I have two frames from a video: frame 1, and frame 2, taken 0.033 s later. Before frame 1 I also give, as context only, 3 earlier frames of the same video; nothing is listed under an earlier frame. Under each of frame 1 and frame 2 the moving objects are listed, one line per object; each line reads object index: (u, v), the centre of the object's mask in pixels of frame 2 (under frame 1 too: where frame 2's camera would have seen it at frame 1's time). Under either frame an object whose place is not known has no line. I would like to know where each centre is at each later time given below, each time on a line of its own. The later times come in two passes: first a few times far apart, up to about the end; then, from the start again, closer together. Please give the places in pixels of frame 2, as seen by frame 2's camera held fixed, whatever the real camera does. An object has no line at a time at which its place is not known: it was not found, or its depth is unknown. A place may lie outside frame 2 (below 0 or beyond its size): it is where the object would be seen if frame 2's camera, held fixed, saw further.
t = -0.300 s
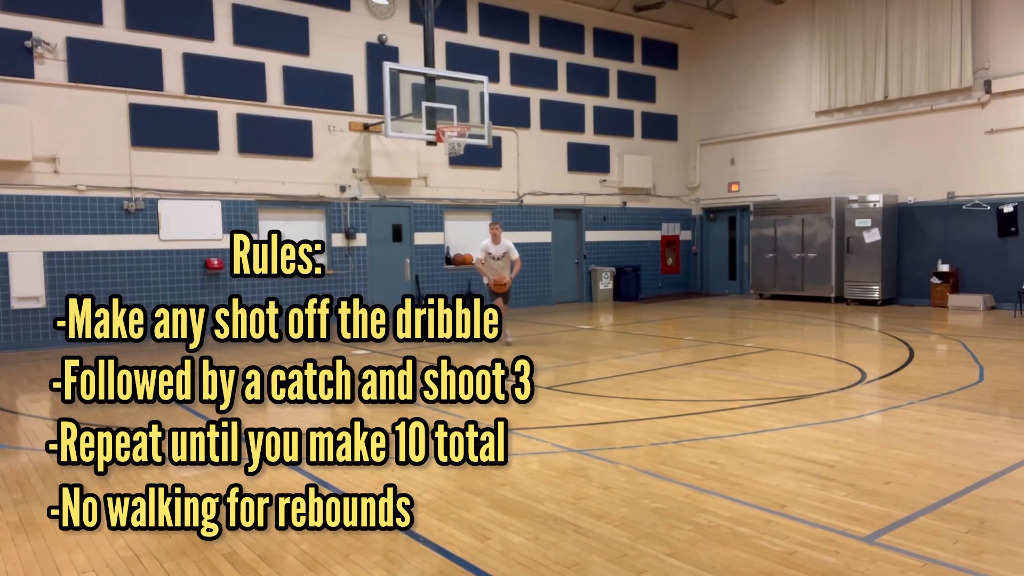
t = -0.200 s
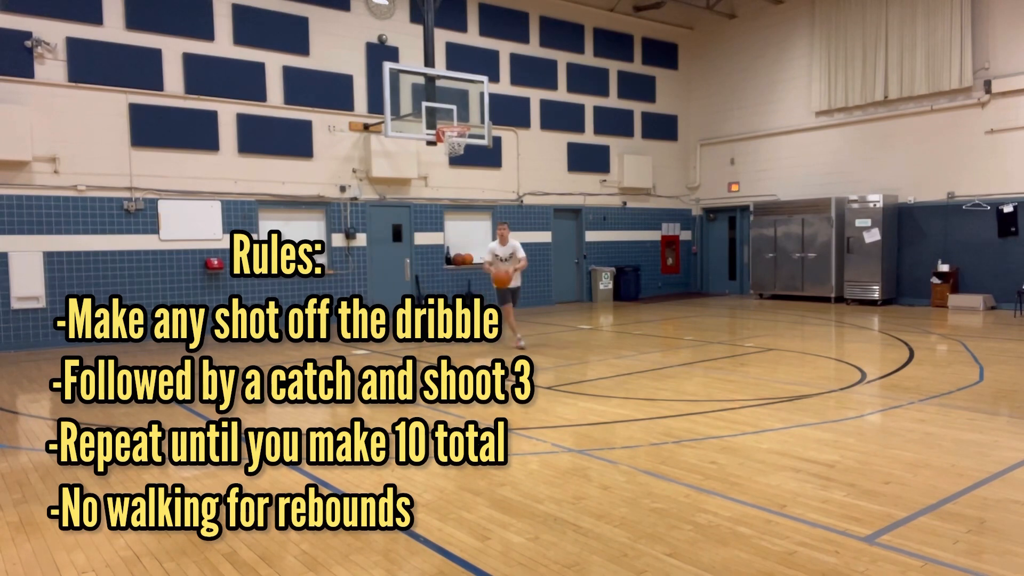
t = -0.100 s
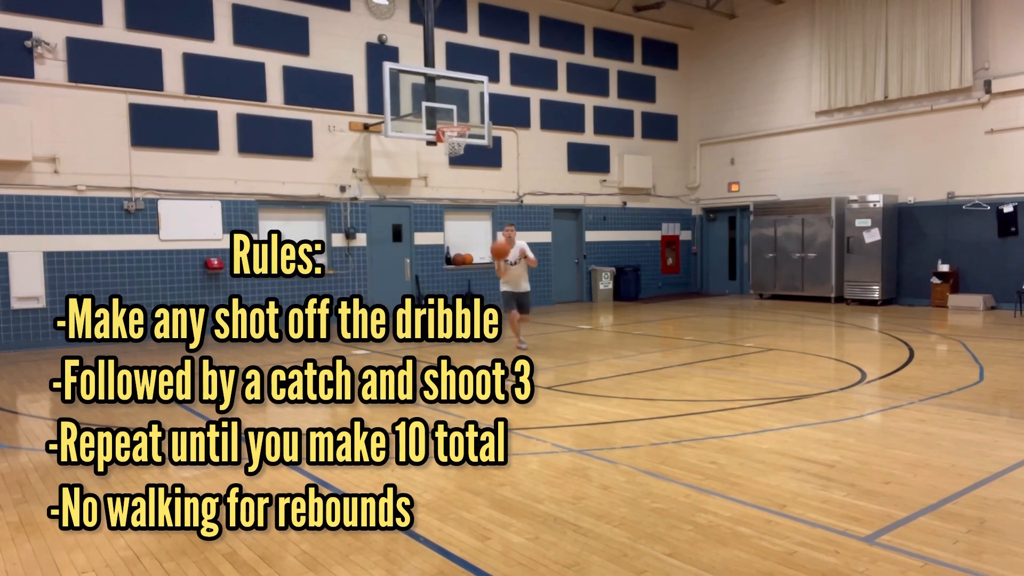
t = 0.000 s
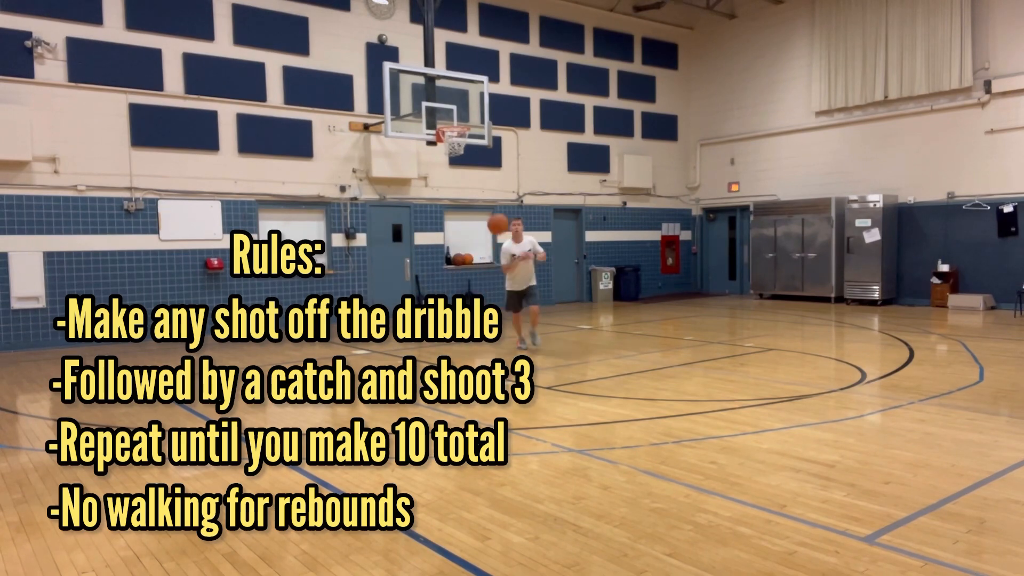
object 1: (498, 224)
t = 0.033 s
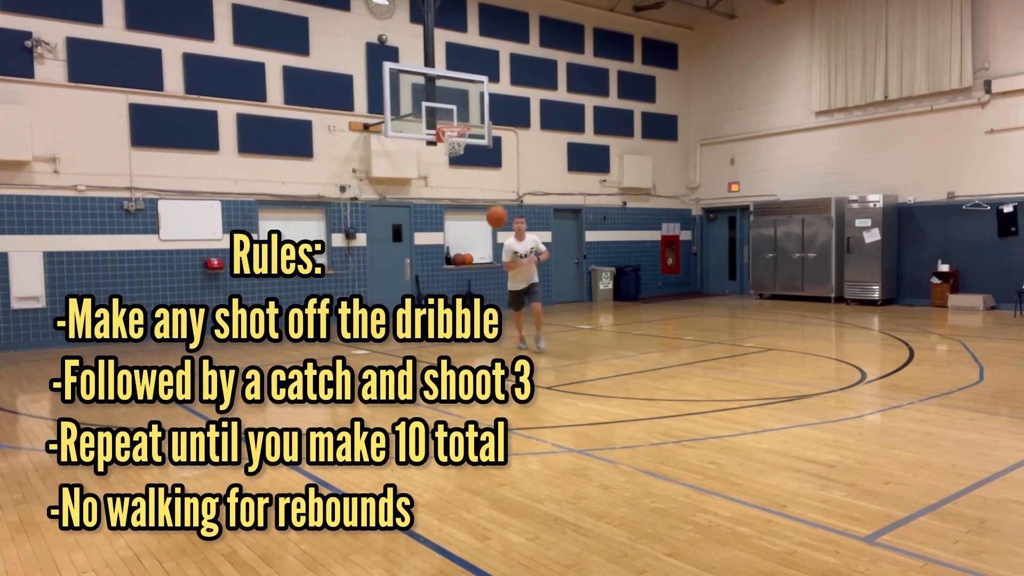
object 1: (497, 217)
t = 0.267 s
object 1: (491, 188)
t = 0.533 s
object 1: (483, 217)
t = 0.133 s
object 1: (494, 199)
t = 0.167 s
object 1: (493, 194)
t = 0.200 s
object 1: (492, 192)
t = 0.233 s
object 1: (491, 189)
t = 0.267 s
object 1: (491, 188)
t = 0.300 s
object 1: (490, 187)
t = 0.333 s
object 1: (489, 188)
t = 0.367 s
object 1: (488, 190)
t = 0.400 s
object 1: (487, 193)
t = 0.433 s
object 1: (486, 197)
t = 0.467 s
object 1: (485, 202)
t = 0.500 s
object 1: (484, 209)
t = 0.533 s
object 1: (483, 217)
